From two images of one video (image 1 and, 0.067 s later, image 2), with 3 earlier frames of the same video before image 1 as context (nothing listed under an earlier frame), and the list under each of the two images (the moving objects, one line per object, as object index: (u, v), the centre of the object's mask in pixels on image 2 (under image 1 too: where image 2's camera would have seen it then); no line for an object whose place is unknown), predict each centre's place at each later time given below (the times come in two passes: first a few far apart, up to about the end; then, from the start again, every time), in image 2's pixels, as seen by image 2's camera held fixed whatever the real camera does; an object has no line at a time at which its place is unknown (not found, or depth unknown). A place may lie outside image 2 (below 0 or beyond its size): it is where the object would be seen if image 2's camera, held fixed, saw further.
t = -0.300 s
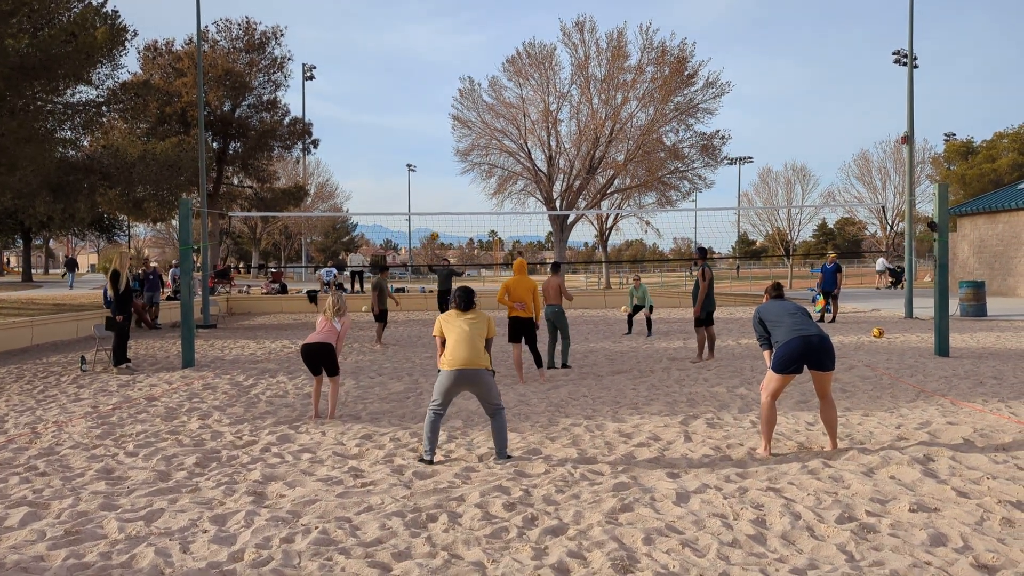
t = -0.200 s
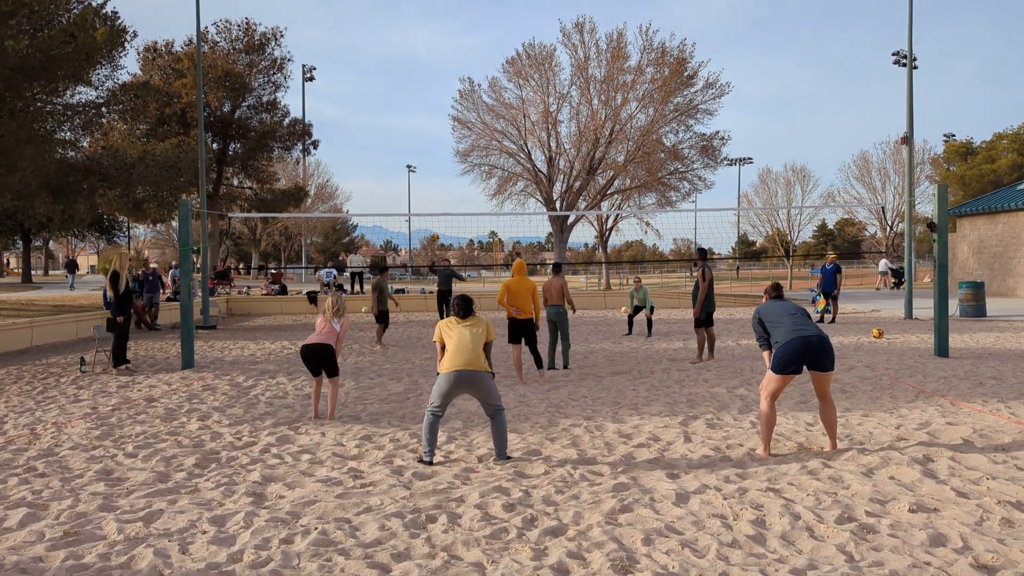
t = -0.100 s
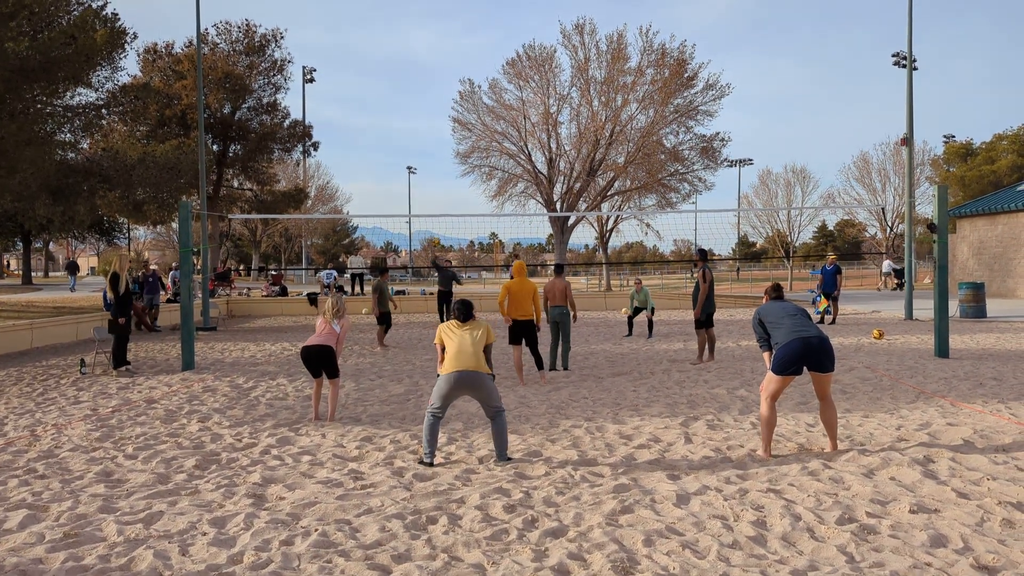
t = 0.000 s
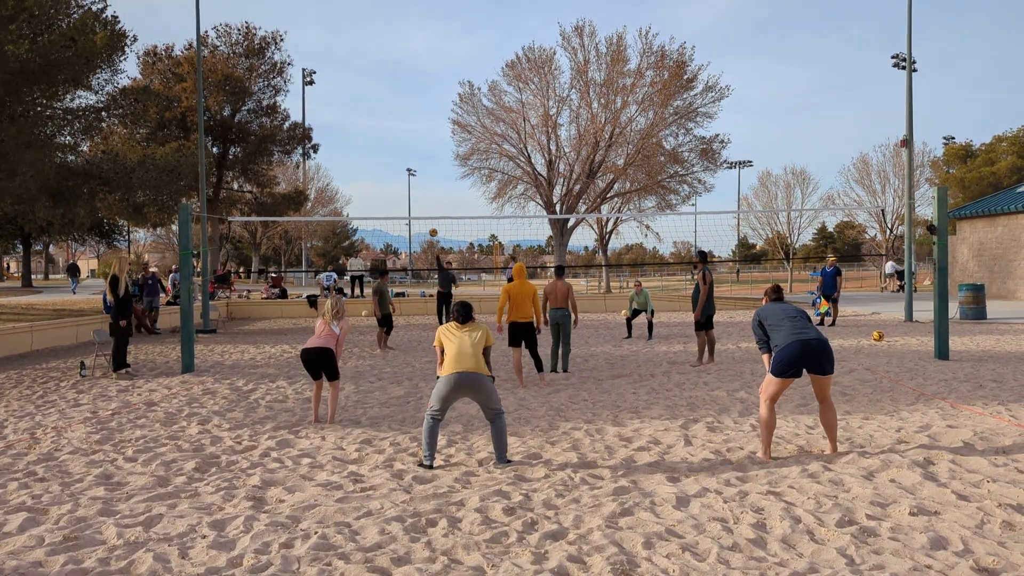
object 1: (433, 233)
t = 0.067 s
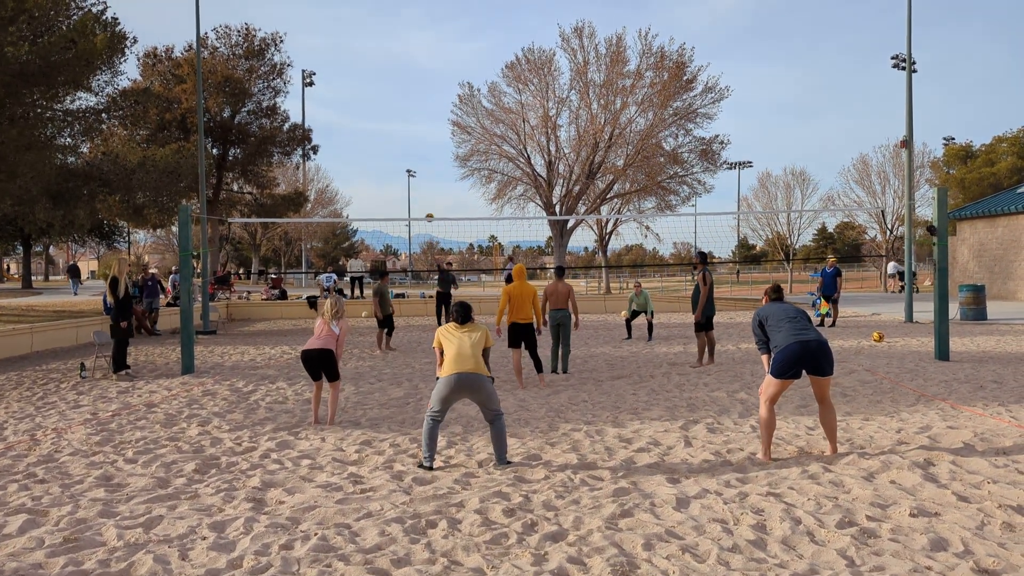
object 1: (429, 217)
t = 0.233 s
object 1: (418, 181)
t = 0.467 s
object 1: (396, 139)
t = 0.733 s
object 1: (360, 119)
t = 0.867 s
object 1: (336, 125)
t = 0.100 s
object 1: (427, 210)
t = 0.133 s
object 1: (425, 202)
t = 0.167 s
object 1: (423, 195)
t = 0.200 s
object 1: (421, 188)
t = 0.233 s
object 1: (418, 181)
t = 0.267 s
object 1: (415, 174)
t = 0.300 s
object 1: (413, 168)
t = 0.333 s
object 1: (410, 161)
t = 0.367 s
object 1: (407, 155)
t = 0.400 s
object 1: (403, 149)
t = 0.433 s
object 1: (400, 144)
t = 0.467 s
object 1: (396, 139)
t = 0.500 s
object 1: (393, 134)
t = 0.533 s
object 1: (389, 130)
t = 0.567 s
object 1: (385, 127)
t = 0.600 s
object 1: (380, 124)
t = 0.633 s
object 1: (376, 121)
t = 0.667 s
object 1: (371, 120)
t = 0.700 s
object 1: (366, 119)
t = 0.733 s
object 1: (360, 119)
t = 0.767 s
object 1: (355, 119)
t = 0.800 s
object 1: (349, 120)
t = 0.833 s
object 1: (342, 122)
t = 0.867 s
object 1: (336, 125)
